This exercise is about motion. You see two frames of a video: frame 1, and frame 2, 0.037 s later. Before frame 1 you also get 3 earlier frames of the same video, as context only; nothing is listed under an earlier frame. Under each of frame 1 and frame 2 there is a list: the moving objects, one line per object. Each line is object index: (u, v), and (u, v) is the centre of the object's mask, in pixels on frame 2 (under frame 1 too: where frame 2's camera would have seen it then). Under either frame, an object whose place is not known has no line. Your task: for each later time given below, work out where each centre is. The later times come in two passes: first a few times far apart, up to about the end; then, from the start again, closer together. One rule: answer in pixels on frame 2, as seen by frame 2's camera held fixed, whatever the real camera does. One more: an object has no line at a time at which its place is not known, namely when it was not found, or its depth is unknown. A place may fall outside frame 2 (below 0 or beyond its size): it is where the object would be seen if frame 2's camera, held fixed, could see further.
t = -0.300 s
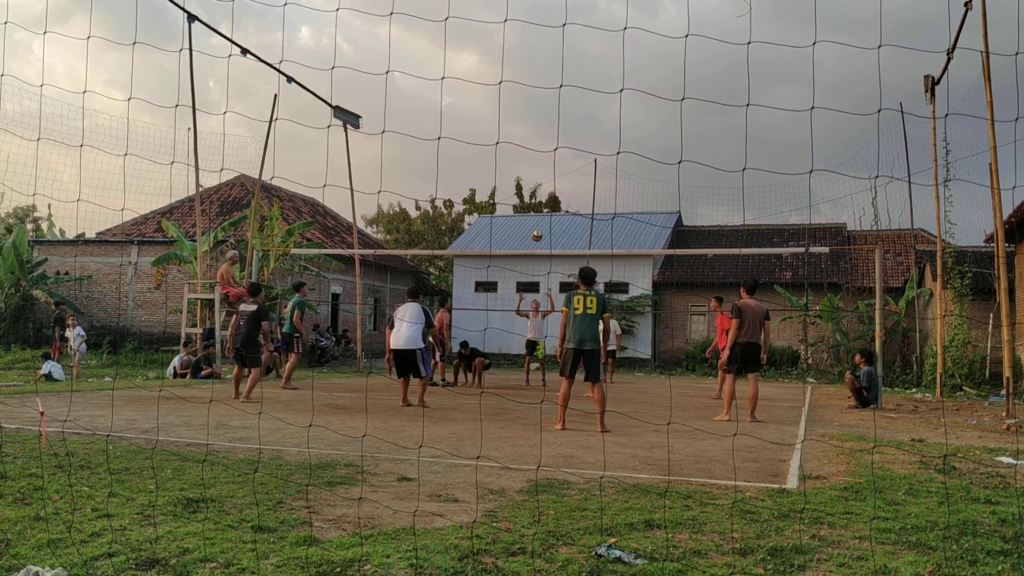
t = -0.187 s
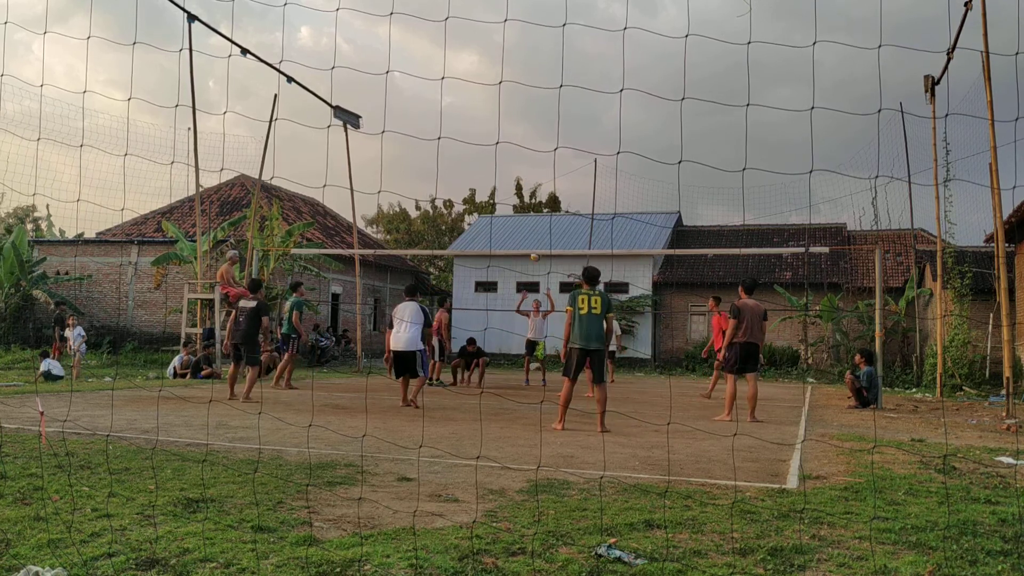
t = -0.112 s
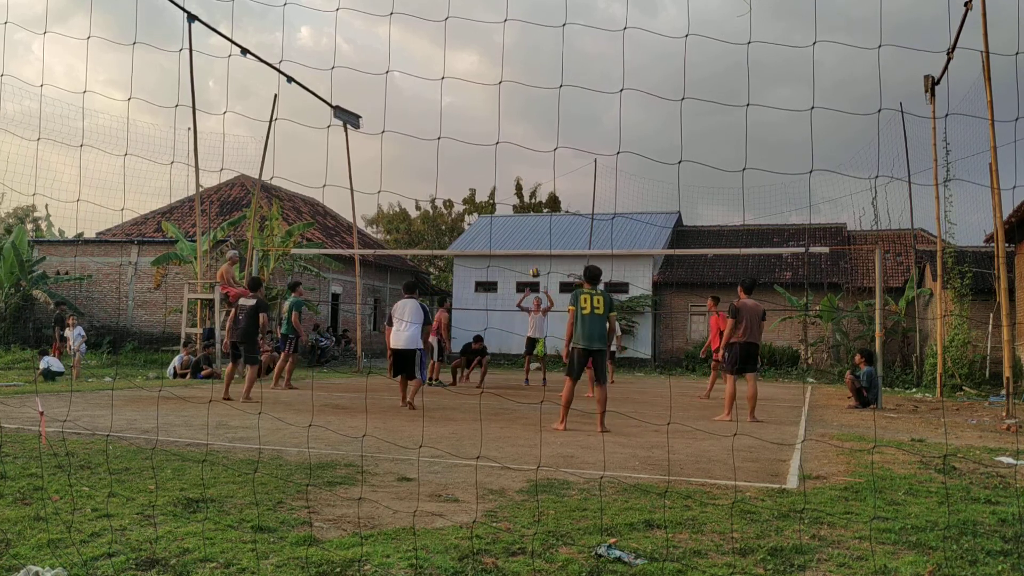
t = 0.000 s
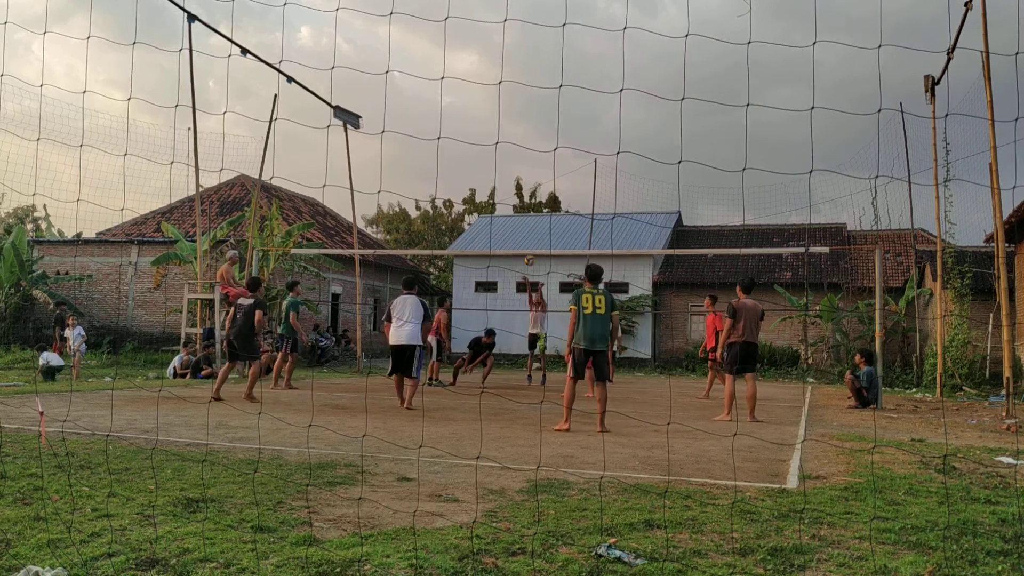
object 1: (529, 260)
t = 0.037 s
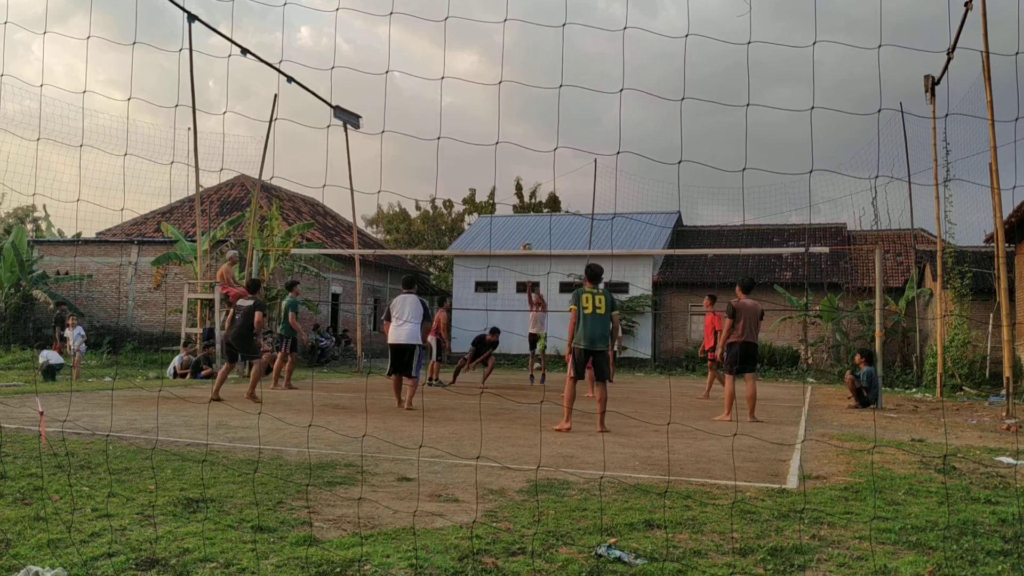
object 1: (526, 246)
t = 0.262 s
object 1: (504, 177)
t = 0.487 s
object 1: (478, 127)
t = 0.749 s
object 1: (442, 99)
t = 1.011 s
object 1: (400, 115)
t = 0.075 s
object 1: (523, 234)
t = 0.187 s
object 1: (512, 199)
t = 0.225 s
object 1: (508, 188)
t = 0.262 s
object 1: (504, 177)
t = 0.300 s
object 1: (500, 167)
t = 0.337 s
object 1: (496, 158)
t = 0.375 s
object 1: (492, 149)
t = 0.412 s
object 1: (488, 141)
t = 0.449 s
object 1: (483, 133)
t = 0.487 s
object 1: (478, 127)
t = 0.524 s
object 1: (473, 120)
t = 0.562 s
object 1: (469, 115)
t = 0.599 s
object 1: (464, 110)
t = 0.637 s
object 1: (458, 106)
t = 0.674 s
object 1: (453, 103)
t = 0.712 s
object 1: (448, 101)
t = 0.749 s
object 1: (442, 99)
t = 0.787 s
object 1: (437, 99)
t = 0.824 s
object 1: (431, 99)
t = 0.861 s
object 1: (425, 100)
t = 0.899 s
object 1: (419, 103)
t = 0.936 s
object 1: (413, 106)
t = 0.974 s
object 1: (407, 110)
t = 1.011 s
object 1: (400, 115)
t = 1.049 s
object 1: (393, 122)
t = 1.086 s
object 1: (386, 129)
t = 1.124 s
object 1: (379, 138)
